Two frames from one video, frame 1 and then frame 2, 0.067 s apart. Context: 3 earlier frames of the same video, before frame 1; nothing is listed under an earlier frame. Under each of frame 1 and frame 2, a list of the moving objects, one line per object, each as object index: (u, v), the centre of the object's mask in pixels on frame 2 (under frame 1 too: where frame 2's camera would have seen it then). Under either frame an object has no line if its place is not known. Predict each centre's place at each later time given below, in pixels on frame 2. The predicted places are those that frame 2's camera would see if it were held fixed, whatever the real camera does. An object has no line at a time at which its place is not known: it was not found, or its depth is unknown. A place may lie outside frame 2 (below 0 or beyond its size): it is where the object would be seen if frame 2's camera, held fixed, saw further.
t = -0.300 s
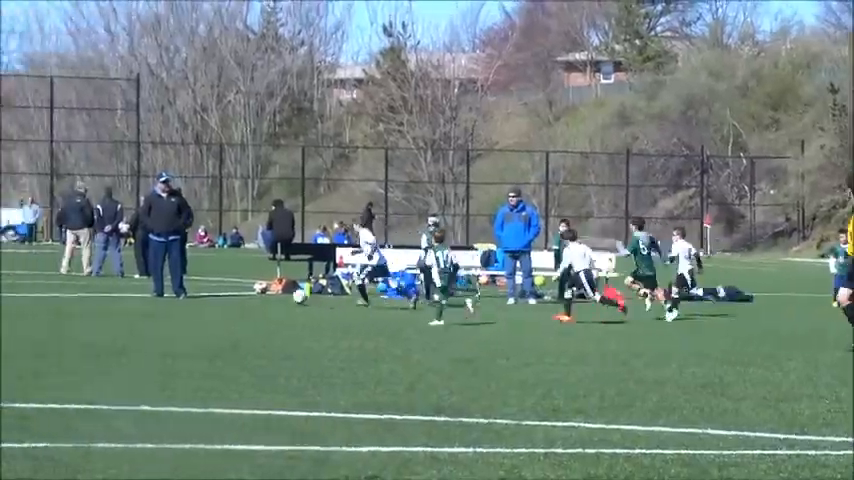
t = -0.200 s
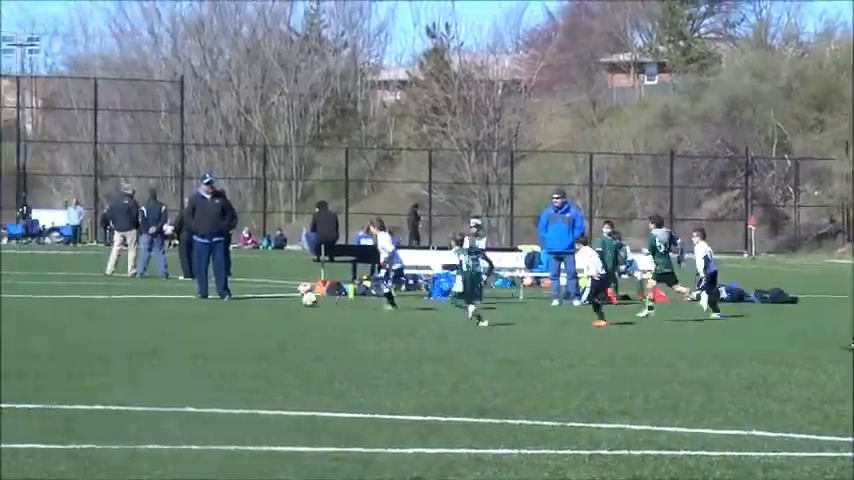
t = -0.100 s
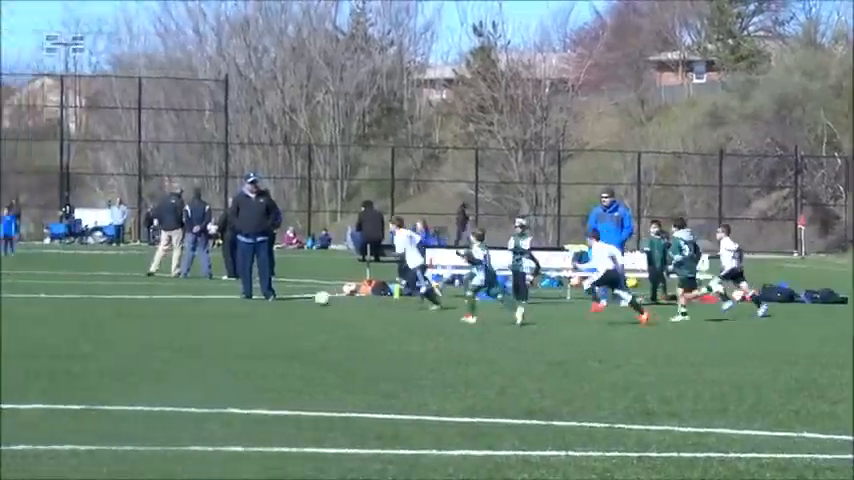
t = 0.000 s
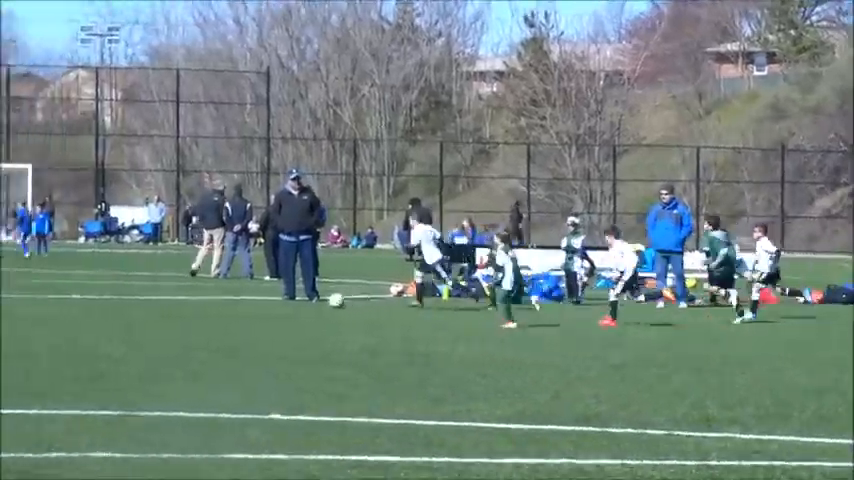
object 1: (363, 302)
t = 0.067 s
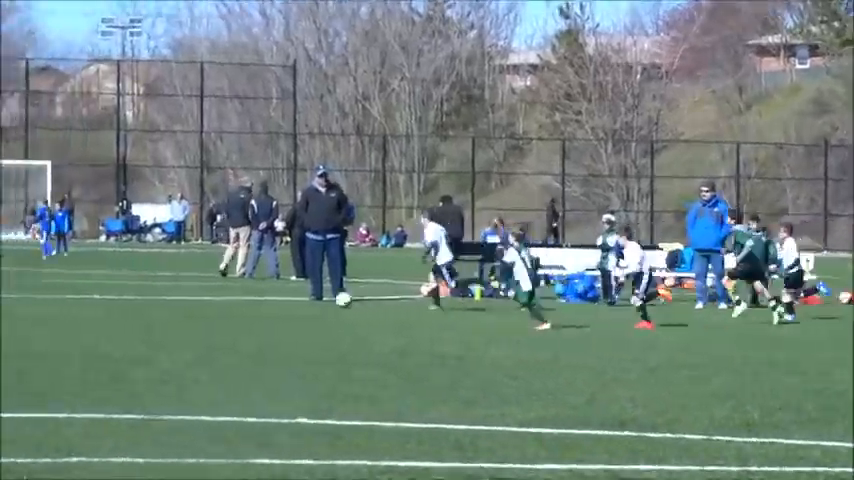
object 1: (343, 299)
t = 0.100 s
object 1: (332, 298)
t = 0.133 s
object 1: (323, 300)
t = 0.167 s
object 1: (313, 298)
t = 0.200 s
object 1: (303, 297)
